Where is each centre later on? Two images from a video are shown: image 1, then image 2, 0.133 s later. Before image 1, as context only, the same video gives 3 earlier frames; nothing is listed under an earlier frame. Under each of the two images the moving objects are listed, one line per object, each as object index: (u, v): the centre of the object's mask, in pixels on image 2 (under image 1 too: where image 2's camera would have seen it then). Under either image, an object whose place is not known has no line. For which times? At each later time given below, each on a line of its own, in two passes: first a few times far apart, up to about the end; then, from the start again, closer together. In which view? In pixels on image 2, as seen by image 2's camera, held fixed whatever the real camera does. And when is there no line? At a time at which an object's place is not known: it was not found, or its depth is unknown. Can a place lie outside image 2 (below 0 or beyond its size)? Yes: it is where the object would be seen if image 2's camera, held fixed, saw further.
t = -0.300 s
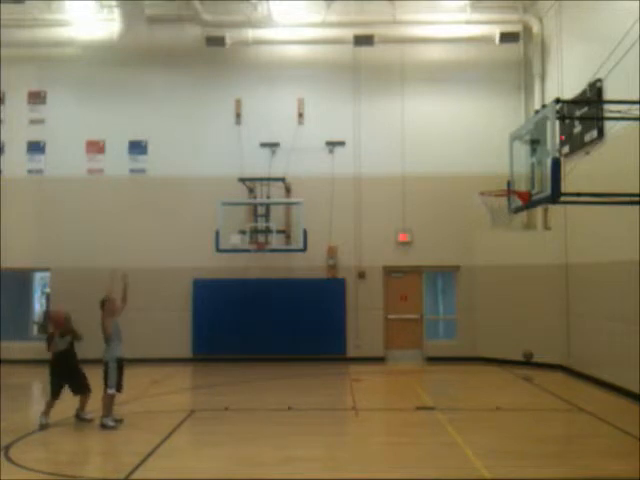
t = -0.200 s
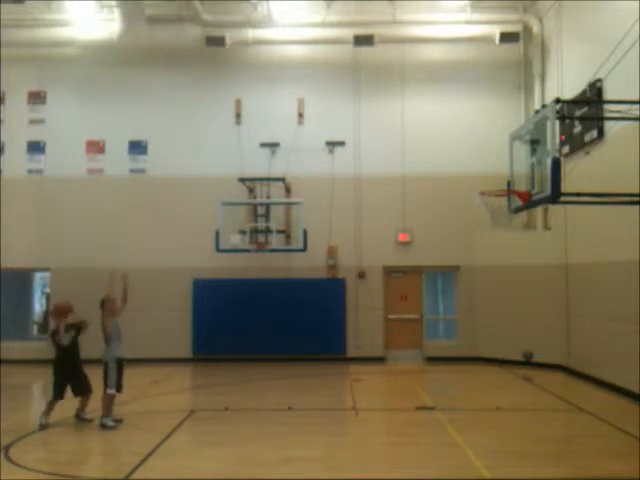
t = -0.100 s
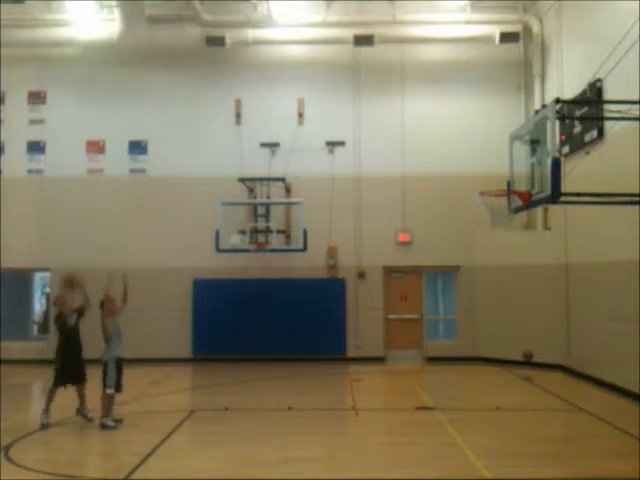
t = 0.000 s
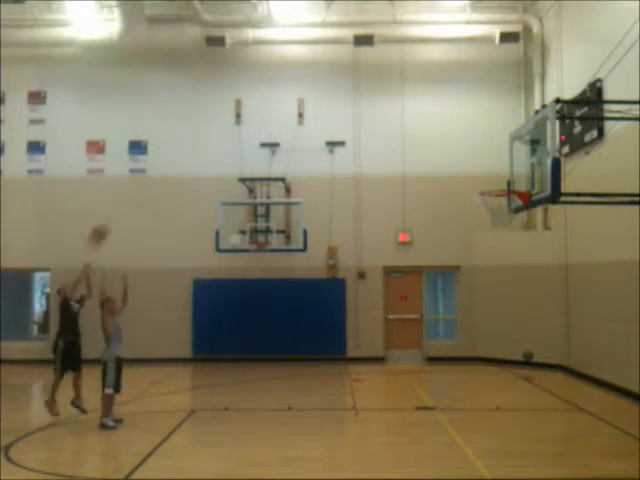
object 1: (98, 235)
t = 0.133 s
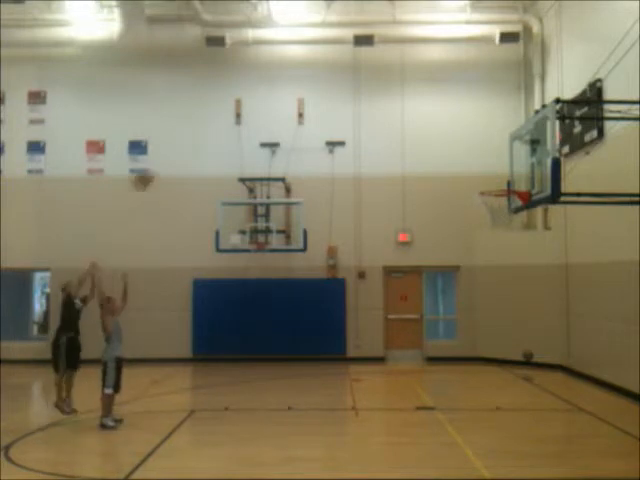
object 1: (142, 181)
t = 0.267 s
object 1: (188, 136)
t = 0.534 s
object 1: (281, 85)
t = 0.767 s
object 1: (365, 81)
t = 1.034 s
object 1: (467, 128)
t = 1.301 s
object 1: (503, 223)
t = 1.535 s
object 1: (434, 340)
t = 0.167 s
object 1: (154, 168)
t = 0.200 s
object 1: (166, 156)
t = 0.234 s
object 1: (177, 146)
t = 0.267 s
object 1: (188, 136)
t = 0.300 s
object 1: (200, 126)
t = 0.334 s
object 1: (211, 118)
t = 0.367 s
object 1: (222, 110)
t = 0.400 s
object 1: (235, 104)
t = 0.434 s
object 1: (247, 98)
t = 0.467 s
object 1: (258, 92)
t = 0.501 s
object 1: (269, 88)
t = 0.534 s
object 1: (281, 85)
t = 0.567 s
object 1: (293, 82)
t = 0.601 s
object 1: (305, 80)
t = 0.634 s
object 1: (317, 78)
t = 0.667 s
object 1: (329, 78)
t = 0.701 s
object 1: (340, 78)
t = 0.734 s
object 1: (353, 79)
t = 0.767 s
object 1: (365, 81)
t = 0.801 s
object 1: (377, 84)
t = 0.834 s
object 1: (390, 88)
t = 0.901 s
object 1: (416, 97)
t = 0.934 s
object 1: (428, 103)
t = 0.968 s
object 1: (442, 111)
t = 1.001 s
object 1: (454, 119)
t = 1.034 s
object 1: (467, 128)
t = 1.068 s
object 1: (481, 139)
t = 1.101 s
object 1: (494, 149)
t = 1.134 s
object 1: (507, 162)
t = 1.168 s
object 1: (522, 176)
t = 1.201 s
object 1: (533, 187)
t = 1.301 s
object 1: (503, 223)
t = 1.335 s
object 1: (493, 237)
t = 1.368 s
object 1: (484, 251)
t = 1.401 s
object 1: (474, 266)
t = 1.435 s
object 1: (464, 283)
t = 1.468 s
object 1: (456, 299)
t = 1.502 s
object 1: (443, 321)
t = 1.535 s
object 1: (434, 340)
